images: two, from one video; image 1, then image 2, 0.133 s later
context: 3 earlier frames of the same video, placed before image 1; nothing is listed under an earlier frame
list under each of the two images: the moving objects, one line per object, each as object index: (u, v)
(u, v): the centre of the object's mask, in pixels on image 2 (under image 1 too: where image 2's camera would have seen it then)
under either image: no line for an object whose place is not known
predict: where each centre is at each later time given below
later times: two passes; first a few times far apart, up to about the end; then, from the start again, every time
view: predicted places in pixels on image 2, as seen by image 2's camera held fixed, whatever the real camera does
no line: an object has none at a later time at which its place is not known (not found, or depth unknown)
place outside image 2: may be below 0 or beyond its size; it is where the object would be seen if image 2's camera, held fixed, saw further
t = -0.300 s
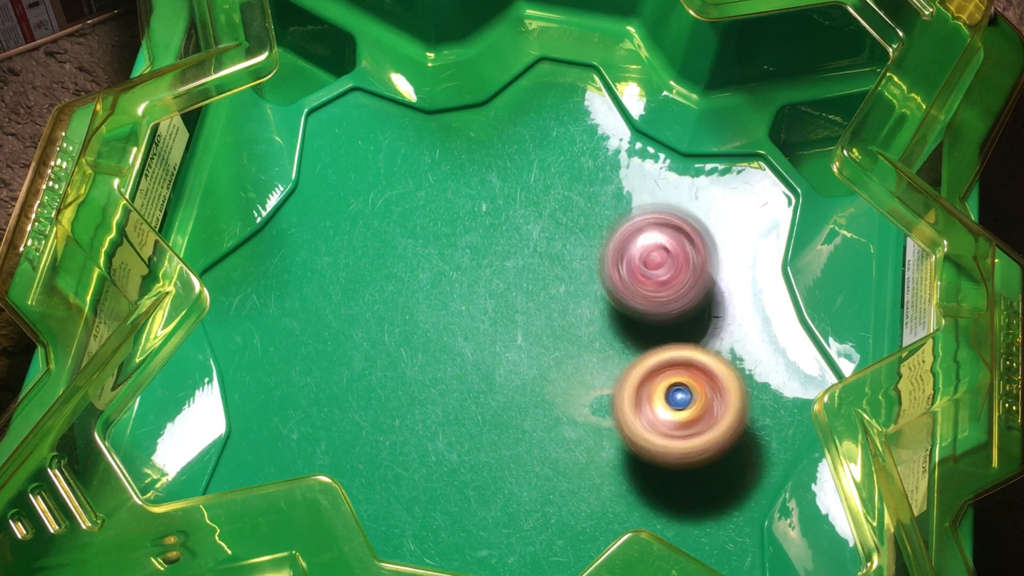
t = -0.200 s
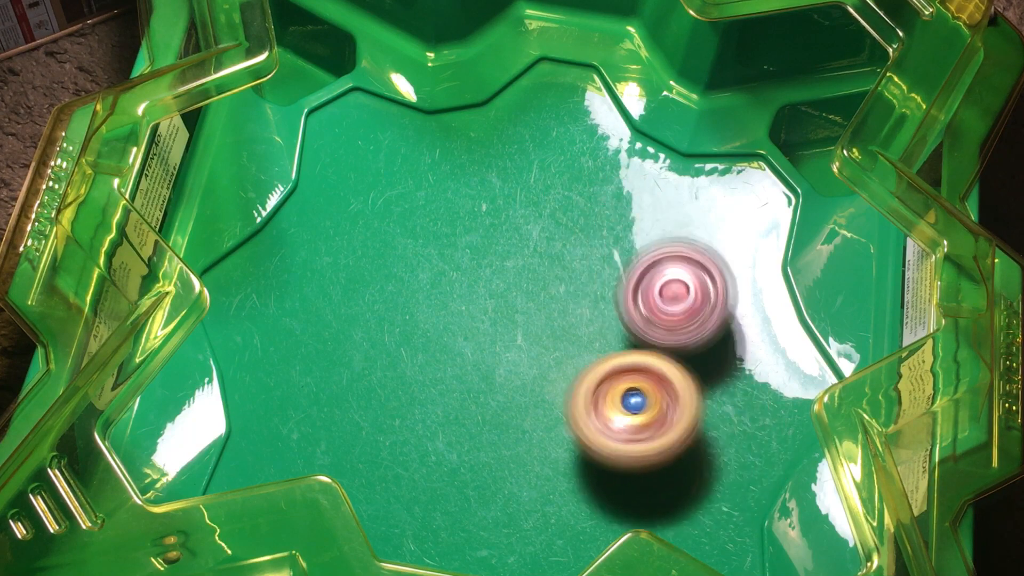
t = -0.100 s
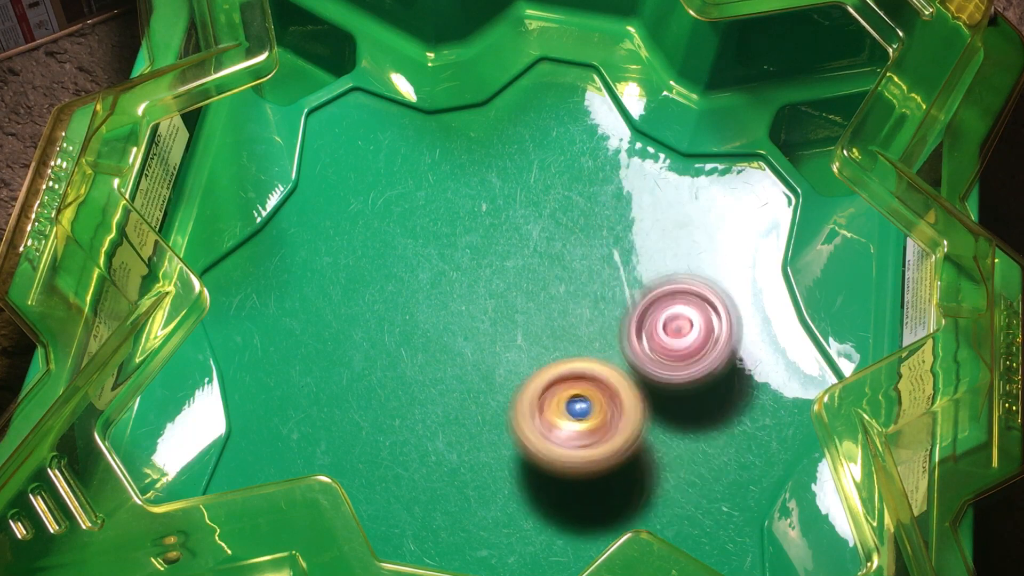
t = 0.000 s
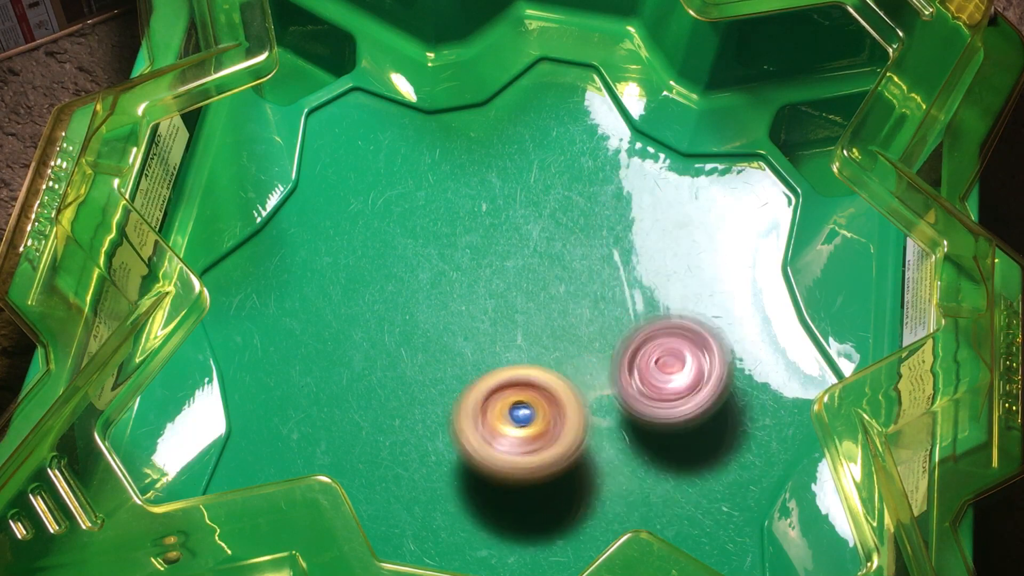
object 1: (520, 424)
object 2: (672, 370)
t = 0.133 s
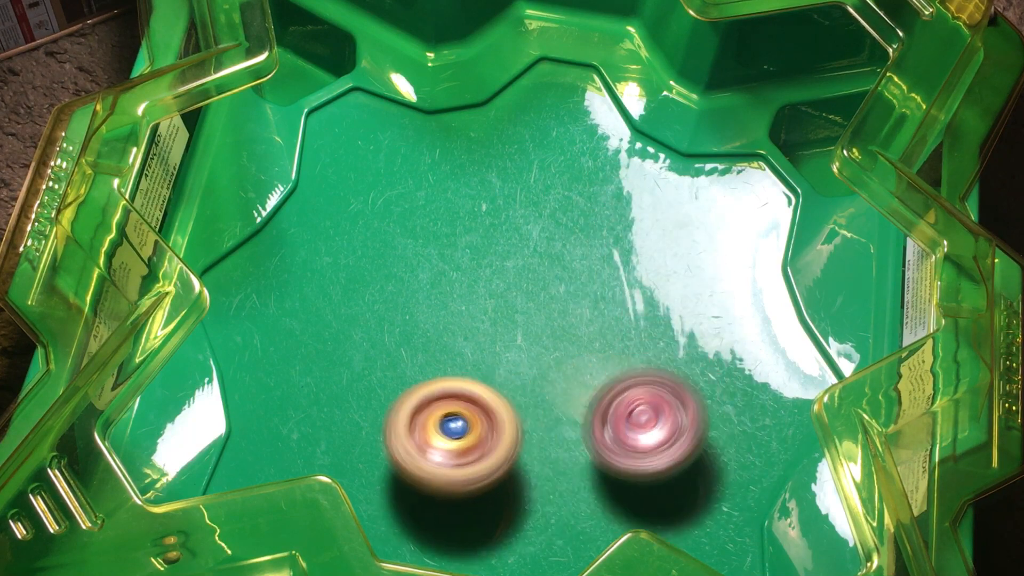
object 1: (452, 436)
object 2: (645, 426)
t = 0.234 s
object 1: (411, 444)
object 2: (615, 456)
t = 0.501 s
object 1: (359, 441)
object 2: (505, 494)
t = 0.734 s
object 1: (319, 325)
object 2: (511, 510)
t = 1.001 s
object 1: (353, 235)
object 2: (481, 403)
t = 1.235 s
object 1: (425, 169)
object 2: (437, 321)
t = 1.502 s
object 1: (533, 181)
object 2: (454, 316)
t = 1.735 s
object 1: (619, 250)
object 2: (490, 326)
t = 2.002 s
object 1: (669, 367)
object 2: (526, 353)
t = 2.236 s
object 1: (679, 477)
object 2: (393, 330)
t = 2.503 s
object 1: (555, 516)
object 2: (375, 349)
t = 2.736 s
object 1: (426, 466)
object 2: (427, 344)
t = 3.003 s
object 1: (341, 396)
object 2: (547, 240)
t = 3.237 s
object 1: (359, 298)
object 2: (582, 228)
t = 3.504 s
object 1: (455, 225)
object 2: (569, 315)
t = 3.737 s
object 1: (564, 227)
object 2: (540, 442)
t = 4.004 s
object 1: (649, 300)
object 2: (510, 474)
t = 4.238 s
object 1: (646, 393)
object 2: (467, 406)
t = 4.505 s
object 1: (550, 463)
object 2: (417, 284)
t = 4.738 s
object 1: (438, 447)
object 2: (434, 250)
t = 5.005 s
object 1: (366, 358)
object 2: (521, 284)
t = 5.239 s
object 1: (389, 272)
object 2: (609, 344)
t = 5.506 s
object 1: (489, 227)
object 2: (604, 392)
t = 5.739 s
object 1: (584, 259)
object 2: (518, 410)
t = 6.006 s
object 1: (626, 353)
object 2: (416, 387)
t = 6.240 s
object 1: (582, 431)
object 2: (403, 338)
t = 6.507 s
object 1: (473, 452)
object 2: (477, 287)
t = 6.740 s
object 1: (394, 397)
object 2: (561, 279)
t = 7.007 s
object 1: (397, 297)
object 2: (592, 326)
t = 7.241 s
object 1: (474, 248)
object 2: (554, 393)
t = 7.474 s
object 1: (567, 264)
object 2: (483, 421)
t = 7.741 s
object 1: (618, 346)
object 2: (435, 383)
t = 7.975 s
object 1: (581, 420)
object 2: (446, 312)
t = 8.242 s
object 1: (475, 439)
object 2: (504, 271)
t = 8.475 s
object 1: (405, 380)
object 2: (560, 295)
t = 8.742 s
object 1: (421, 288)
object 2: (568, 365)
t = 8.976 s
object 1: (500, 254)
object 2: (522, 411)
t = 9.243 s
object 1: (589, 295)
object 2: (460, 393)
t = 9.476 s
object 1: (605, 375)
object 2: (446, 334)
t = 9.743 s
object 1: (528, 433)
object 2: (487, 284)
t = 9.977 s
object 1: (439, 409)
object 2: (537, 294)
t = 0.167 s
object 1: (438, 439)
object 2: (637, 436)
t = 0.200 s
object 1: (424, 442)
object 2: (626, 446)
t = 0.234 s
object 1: (411, 444)
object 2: (615, 456)
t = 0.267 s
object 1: (399, 446)
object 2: (604, 466)
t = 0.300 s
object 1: (389, 447)
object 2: (591, 474)
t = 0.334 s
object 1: (379, 447)
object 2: (578, 480)
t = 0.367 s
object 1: (372, 447)
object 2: (563, 486)
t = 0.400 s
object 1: (365, 446)
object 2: (548, 490)
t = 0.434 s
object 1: (360, 445)
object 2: (534, 493)
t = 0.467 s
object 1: (359, 444)
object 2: (519, 494)
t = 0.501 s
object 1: (359, 441)
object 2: (505, 494)
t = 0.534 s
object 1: (362, 437)
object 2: (491, 493)
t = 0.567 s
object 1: (350, 418)
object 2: (497, 505)
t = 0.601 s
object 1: (337, 395)
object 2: (506, 516)
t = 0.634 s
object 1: (329, 373)
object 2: (511, 520)
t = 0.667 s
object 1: (324, 355)
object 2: (511, 519)
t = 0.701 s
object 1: (321, 339)
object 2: (512, 516)
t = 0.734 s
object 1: (319, 325)
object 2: (511, 510)
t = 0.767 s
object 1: (318, 311)
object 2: (511, 504)
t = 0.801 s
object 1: (318, 298)
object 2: (510, 496)
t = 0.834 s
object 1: (321, 285)
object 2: (508, 487)
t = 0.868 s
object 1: (324, 275)
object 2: (505, 475)
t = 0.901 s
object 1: (329, 263)
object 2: (501, 461)
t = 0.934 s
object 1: (336, 254)
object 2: (496, 443)
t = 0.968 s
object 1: (344, 243)
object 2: (489, 424)
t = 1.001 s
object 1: (353, 235)
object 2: (481, 403)
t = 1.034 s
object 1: (362, 227)
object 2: (473, 381)
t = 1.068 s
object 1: (373, 220)
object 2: (464, 360)
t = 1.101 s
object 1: (385, 213)
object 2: (452, 337)
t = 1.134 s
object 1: (396, 205)
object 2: (442, 321)
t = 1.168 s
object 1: (405, 189)
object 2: (439, 322)
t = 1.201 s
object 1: (415, 177)
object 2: (438, 322)
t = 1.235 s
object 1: (425, 169)
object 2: (437, 321)
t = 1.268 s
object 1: (437, 163)
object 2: (438, 319)
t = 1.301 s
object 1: (448, 160)
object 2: (439, 318)
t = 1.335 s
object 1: (462, 159)
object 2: (440, 317)
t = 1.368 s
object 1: (475, 160)
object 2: (442, 316)
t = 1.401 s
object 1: (489, 163)
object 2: (445, 316)
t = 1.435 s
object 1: (504, 167)
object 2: (448, 315)
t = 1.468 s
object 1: (518, 173)
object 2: (451, 315)
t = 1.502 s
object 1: (533, 181)
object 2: (454, 316)
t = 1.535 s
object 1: (546, 189)
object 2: (458, 317)
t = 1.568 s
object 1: (560, 197)
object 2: (463, 318)
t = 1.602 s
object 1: (573, 207)
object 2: (468, 319)
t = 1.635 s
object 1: (585, 216)
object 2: (473, 320)
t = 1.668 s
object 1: (598, 228)
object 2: (479, 322)
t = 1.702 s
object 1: (609, 239)
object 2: (485, 324)
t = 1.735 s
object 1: (619, 250)
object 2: (490, 326)
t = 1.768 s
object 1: (630, 264)
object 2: (496, 329)
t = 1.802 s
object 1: (638, 277)
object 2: (501, 332)
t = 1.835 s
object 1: (646, 291)
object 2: (507, 336)
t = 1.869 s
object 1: (652, 307)
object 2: (513, 341)
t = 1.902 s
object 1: (657, 320)
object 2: (519, 346)
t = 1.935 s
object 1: (660, 335)
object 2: (525, 350)
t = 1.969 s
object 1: (663, 350)
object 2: (530, 355)
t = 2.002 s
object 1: (669, 367)
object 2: (526, 353)
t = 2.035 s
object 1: (683, 391)
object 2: (501, 339)
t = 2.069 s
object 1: (689, 410)
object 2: (480, 329)
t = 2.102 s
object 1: (691, 425)
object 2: (462, 323)
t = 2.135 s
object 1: (691, 440)
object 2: (442, 322)
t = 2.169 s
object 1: (689, 453)
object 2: (422, 325)
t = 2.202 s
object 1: (685, 466)
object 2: (407, 328)
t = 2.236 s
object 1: (679, 477)
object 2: (393, 330)
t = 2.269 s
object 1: (671, 485)
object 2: (382, 333)
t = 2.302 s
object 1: (661, 492)
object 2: (375, 337)
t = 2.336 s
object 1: (647, 498)
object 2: (369, 339)
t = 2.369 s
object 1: (630, 504)
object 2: (368, 342)
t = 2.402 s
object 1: (610, 508)
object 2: (369, 344)
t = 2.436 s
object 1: (591, 512)
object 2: (370, 346)
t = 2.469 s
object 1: (572, 515)
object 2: (372, 347)
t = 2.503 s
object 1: (555, 516)
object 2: (375, 349)
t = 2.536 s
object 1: (538, 514)
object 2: (379, 351)
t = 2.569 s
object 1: (518, 508)
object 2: (384, 353)
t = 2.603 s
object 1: (499, 500)
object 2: (391, 353)
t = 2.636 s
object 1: (481, 491)
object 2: (396, 353)
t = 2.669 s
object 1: (462, 481)
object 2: (402, 353)
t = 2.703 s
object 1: (444, 470)
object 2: (412, 353)
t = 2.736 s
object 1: (426, 466)
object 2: (427, 344)
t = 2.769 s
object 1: (409, 467)
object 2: (443, 327)
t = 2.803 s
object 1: (395, 462)
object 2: (461, 312)
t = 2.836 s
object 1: (383, 453)
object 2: (475, 300)
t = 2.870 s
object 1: (371, 443)
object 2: (493, 286)
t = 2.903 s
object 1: (360, 433)
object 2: (508, 274)
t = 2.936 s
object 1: (351, 422)
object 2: (522, 260)
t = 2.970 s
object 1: (345, 410)
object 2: (534, 251)
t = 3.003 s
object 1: (341, 396)
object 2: (547, 240)
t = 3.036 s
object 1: (338, 382)
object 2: (557, 233)
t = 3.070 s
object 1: (338, 369)
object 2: (565, 226)
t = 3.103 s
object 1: (339, 354)
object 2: (572, 223)
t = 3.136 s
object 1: (342, 339)
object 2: (576, 222)
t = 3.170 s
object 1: (346, 325)
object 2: (580, 222)
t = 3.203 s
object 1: (351, 312)
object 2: (580, 225)
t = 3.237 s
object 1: (359, 298)
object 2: (582, 228)
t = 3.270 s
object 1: (367, 286)
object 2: (585, 231)
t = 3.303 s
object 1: (376, 274)
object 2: (584, 235)
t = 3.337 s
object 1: (387, 263)
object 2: (584, 242)
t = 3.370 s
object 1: (399, 253)
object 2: (582, 252)
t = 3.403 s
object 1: (412, 244)
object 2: (580, 264)
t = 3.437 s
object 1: (426, 236)
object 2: (576, 278)
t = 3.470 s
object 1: (440, 230)
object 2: (572, 296)
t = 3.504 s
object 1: (455, 225)
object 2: (569, 315)
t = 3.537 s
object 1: (471, 221)
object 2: (564, 333)
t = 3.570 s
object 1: (486, 218)
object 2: (559, 352)
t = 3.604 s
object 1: (502, 218)
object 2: (555, 373)
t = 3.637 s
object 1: (518, 218)
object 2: (552, 393)
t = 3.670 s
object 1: (534, 220)
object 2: (547, 410)
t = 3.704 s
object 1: (549, 224)
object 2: (545, 427)
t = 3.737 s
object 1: (564, 227)
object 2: (540, 442)
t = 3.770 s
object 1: (578, 233)
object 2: (539, 455)
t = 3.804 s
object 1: (591, 238)
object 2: (533, 464)
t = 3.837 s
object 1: (604, 246)
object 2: (529, 471)
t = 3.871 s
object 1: (616, 255)
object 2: (525, 476)
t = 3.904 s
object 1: (626, 264)
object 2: (521, 477)
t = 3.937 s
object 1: (635, 275)
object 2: (517, 477)
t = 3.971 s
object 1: (643, 287)
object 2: (513, 476)
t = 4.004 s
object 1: (649, 300)
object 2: (510, 474)
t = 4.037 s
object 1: (653, 313)
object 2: (507, 469)
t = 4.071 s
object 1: (655, 327)
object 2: (501, 464)
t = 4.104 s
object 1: (657, 341)
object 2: (496, 456)
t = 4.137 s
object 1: (657, 354)
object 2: (489, 446)
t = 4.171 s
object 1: (655, 368)
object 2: (482, 434)
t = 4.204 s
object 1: (652, 381)
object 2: (475, 422)
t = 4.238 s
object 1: (646, 393)
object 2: (467, 406)
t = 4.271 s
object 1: (640, 405)
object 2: (460, 390)
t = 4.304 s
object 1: (631, 416)
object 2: (452, 376)
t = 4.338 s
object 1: (620, 427)
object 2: (445, 357)
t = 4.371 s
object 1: (609, 436)
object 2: (438, 341)
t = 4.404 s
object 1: (595, 445)
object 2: (430, 326)
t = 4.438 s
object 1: (581, 453)
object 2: (427, 310)
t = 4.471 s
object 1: (566, 459)
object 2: (422, 296)
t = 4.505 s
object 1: (550, 463)
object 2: (417, 284)
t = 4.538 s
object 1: (534, 466)
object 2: (417, 273)
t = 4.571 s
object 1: (517, 466)
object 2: (416, 264)
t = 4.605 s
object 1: (500, 465)
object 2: (416, 257)
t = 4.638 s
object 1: (484, 462)
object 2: (420, 253)
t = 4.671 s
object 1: (468, 458)
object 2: (424, 251)
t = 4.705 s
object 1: (452, 453)
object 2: (427, 249)
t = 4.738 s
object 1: (438, 447)
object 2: (434, 250)
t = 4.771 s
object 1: (424, 440)
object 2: (440, 251)
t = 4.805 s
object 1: (411, 431)
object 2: (447, 252)
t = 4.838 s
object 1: (399, 421)
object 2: (459, 255)
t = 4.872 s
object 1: (389, 410)
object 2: (470, 259)
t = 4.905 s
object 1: (380, 397)
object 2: (480, 263)
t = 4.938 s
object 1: (374, 385)
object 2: (496, 270)
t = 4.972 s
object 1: (369, 372)
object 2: (509, 277)
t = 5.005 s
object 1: (366, 358)
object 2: (521, 284)
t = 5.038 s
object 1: (364, 345)
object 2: (538, 293)
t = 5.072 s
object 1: (365, 331)
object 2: (552, 301)
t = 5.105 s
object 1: (366, 318)
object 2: (564, 310)
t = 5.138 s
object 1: (370, 305)
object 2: (579, 320)
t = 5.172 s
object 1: (375, 293)
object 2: (590, 328)
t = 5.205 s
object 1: (381, 281)
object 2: (600, 336)
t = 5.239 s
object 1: (389, 272)
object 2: (609, 344)
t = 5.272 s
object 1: (399, 262)
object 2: (616, 352)
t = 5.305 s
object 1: (409, 253)
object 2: (619, 359)
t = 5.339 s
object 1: (420, 245)
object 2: (621, 367)
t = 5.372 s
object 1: (433, 239)
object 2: (622, 372)
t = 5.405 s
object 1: (446, 234)
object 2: (620, 378)
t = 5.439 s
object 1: (460, 230)
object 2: (616, 384)
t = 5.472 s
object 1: (474, 227)
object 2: (611, 387)
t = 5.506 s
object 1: (489, 227)
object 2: (604, 392)
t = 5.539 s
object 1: (503, 227)
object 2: (596, 397)
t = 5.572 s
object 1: (518, 229)
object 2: (586, 400)
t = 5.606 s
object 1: (532, 233)
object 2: (574, 403)
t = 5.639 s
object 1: (546, 238)
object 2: (562, 407)
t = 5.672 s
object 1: (560, 244)
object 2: (548, 408)
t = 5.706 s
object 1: (572, 251)
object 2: (532, 408)
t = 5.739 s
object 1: (584, 259)
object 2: (518, 410)
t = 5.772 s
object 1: (594, 268)
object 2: (501, 411)
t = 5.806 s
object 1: (604, 279)
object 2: (484, 409)
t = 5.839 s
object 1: (611, 290)
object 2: (470, 407)
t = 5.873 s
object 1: (618, 301)
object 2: (455, 405)
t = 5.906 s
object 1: (622, 314)
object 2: (442, 402)
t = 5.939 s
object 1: (625, 326)
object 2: (432, 397)
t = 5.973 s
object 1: (627, 339)
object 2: (422, 391)
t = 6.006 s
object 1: (626, 353)
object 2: (416, 387)
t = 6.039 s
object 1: (625, 367)
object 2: (410, 380)
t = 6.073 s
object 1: (622, 380)
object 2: (403, 373)
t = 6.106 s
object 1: (617, 391)
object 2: (401, 366)
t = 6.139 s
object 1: (610, 402)
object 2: (400, 359)
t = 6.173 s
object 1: (602, 413)
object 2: (400, 352)
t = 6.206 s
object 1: (593, 423)
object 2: (402, 344)
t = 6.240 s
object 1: (582, 431)
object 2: (403, 338)
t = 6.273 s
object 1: (571, 438)
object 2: (409, 330)
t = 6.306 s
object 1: (558, 445)
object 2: (416, 323)
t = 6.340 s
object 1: (544, 451)
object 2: (423, 318)
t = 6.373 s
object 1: (530, 454)
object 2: (433, 311)
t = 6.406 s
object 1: (515, 456)
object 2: (442, 303)
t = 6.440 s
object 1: (501, 456)
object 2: (455, 297)
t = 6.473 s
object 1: (487, 455)
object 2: (467, 291)
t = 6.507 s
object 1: (473, 452)
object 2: (477, 287)
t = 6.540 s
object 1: (459, 447)
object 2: (490, 283)
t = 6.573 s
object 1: (445, 442)
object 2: (504, 279)
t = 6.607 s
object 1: (431, 436)
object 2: (517, 278)
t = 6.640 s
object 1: (419, 427)
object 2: (531, 276)
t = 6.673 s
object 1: (410, 418)
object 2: (541, 277)
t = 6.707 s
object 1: (401, 408)
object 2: (552, 278)
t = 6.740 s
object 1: (394, 397)
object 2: (561, 279)
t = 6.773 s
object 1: (389, 383)
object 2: (571, 282)
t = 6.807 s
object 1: (385, 371)
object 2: (578, 285)
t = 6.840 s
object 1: (382, 358)
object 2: (582, 291)
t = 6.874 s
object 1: (382, 345)
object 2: (587, 296)
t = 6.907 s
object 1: (383, 332)
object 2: (589, 301)
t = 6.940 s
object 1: (387, 322)
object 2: (592, 309)
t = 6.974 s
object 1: (391, 309)
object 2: (593, 317)
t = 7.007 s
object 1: (397, 297)
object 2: (592, 326)
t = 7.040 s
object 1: (405, 287)
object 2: (591, 335)
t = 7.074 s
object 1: (414, 277)
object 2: (587, 345)
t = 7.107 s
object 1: (425, 268)
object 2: (583, 355)
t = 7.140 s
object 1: (435, 262)
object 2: (578, 364)
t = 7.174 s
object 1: (448, 257)
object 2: (571, 374)
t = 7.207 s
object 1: (460, 252)
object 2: (564, 384)
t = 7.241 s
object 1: (474, 248)
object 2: (554, 393)
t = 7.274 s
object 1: (488, 247)
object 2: (546, 401)
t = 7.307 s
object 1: (502, 245)
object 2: (535, 407)
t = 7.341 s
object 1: (515, 246)
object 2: (524, 412)
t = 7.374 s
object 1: (529, 248)
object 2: (514, 416)
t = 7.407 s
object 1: (541, 252)
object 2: (503, 419)
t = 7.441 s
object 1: (555, 258)
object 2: (493, 421)
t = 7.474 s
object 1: (567, 264)
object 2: (483, 421)
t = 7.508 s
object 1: (578, 271)
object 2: (473, 422)
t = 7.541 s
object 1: (587, 279)
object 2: (465, 418)
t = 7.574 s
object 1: (595, 288)
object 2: (456, 415)
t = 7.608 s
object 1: (603, 299)
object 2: (449, 410)
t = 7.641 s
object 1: (609, 311)
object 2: (444, 405)
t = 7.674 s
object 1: (613, 323)
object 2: (441, 398)
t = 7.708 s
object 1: (616, 335)
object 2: (438, 390)
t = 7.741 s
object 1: (618, 346)
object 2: (435, 383)
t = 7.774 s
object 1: (617, 359)
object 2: (434, 373)
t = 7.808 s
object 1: (615, 371)
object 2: (432, 365)
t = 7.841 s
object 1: (612, 384)
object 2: (433, 353)
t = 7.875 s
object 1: (606, 394)
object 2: (433, 343)
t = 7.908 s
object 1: (599, 404)
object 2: (437, 333)
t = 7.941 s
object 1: (591, 413)
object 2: (441, 322)
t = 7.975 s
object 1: (581, 420)
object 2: (446, 312)
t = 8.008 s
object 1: (569, 428)
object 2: (452, 303)
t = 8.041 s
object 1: (557, 435)
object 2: (459, 296)
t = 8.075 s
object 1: (545, 439)
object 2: (466, 288)
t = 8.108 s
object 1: (532, 443)
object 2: (472, 283)
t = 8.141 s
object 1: (518, 444)
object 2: (480, 278)
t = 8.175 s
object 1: (504, 444)
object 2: (487, 275)
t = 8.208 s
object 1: (489, 443)
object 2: (497, 273)
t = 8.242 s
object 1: (475, 439)
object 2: (504, 271)
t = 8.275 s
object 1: (463, 434)
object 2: (514, 271)
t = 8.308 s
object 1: (450, 428)
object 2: (523, 271)
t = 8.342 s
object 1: (439, 420)
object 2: (532, 274)
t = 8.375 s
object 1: (427, 412)
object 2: (540, 277)
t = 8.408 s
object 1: (418, 401)
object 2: (546, 283)
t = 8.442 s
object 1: (411, 392)
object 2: (554, 288)
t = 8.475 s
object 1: (405, 380)
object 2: (560, 295)
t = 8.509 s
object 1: (402, 367)
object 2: (564, 302)
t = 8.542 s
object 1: (400, 356)
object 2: (568, 310)
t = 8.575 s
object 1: (399, 343)
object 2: (571, 319)
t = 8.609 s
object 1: (401, 333)
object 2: (572, 327)
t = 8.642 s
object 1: (404, 321)
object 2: (573, 337)
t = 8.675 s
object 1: (409, 309)
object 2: (573, 347)
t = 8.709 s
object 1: (415, 298)
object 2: (571, 357)
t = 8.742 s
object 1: (421, 288)
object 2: (568, 365)
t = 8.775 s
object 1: (430, 281)
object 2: (564, 376)
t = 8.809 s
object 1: (440, 273)
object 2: (559, 384)
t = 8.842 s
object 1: (451, 267)
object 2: (553, 392)
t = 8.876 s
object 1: (463, 260)
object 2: (547, 398)
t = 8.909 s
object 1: (474, 257)
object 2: (538, 403)
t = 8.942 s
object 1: (487, 256)
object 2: (531, 408)
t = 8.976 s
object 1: (500, 254)
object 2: (522, 411)
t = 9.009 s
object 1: (514, 255)
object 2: (514, 413)
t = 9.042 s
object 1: (527, 256)
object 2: (504, 414)
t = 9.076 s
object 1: (538, 260)
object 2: (497, 413)
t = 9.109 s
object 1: (550, 265)
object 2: (488, 411)
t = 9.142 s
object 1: (562, 272)
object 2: (481, 408)
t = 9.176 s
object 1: (573, 279)
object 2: (472, 404)
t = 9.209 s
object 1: (581, 286)
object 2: (467, 400)
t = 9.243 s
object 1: (589, 295)
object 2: (460, 393)
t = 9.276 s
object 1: (597, 306)
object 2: (456, 386)
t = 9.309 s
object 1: (602, 318)
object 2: (452, 378)
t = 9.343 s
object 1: (606, 328)
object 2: (448, 371)
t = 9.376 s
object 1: (608, 339)
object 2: (446, 361)
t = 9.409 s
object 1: (609, 351)
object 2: (446, 353)
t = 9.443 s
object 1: (608, 364)
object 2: (445, 343)
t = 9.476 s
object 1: (605, 375)
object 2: (446, 334)
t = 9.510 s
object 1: (601, 385)
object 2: (448, 324)
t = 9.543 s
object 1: (593, 395)
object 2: (451, 317)
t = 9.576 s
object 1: (585, 405)
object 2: (456, 309)
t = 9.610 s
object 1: (575, 413)
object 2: (460, 302)
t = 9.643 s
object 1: (565, 420)
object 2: (467, 295)
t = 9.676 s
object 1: (554, 425)
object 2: (473, 291)
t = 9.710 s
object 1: (541, 430)
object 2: (480, 286)
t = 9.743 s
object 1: (528, 433)
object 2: (487, 284)
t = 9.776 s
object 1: (515, 434)
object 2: (494, 282)
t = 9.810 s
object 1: (502, 433)
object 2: (502, 281)
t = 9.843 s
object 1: (488, 432)
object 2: (510, 281)
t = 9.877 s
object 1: (473, 428)
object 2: (518, 283)
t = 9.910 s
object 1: (461, 424)
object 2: (524, 285)
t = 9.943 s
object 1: (450, 417)
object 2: (530, 290)
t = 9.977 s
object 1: (439, 409)
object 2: (537, 294)
